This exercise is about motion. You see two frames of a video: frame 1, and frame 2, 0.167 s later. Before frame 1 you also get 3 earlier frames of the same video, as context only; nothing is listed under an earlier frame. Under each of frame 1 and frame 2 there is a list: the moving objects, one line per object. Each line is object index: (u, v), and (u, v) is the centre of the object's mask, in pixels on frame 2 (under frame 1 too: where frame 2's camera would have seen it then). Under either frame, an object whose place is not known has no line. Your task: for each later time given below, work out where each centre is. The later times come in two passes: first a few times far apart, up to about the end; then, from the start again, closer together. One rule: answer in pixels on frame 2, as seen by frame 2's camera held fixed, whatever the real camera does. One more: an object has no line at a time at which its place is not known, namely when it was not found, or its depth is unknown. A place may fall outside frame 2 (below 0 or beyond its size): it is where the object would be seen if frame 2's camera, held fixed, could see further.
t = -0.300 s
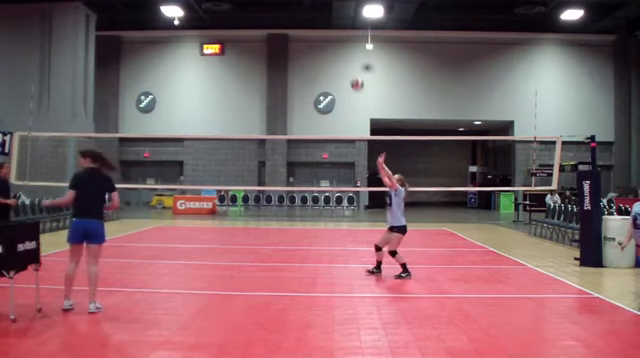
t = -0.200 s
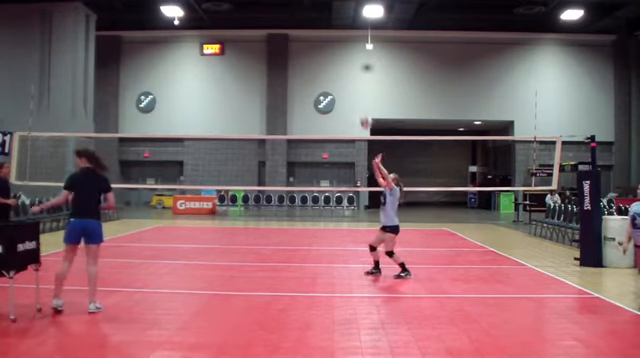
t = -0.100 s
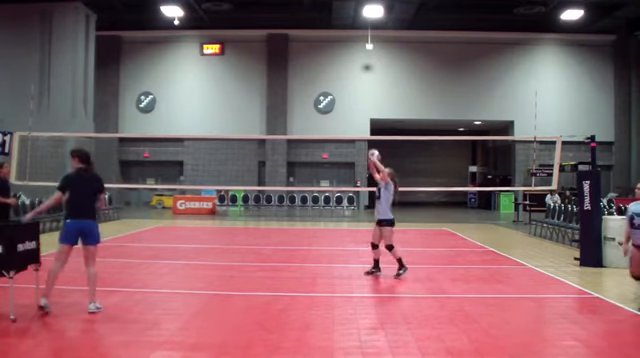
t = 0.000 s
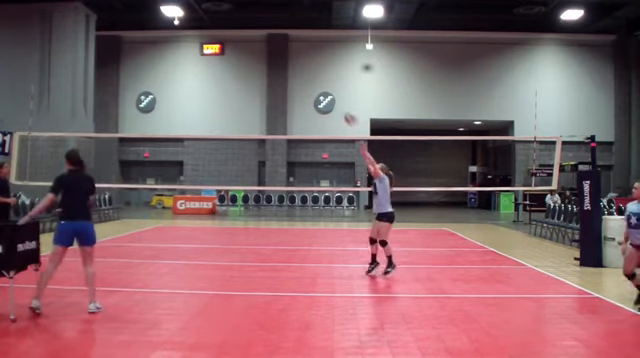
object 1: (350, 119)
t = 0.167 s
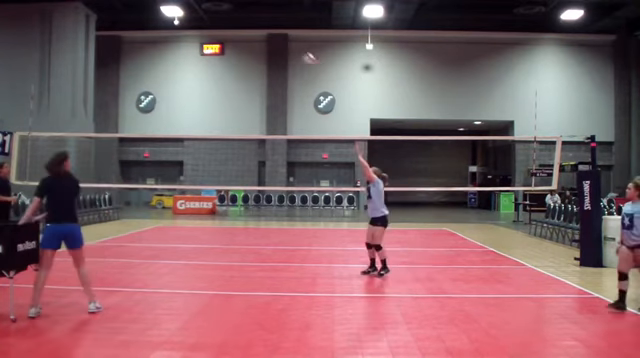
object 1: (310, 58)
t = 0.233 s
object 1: (292, 42)
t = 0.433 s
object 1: (245, 11)
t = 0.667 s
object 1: (191, 5)
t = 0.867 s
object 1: (148, 23)
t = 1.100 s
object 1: (99, 73)
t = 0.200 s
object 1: (299, 50)
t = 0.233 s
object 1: (292, 42)
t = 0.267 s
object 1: (285, 36)
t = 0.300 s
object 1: (276, 30)
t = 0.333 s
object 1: (268, 24)
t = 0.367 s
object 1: (260, 19)
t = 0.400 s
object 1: (252, 15)
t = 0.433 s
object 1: (245, 11)
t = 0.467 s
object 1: (237, 7)
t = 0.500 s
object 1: (229, 6)
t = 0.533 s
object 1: (222, 5)
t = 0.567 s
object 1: (214, 5)
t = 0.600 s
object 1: (207, 5)
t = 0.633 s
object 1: (199, 5)
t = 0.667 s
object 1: (191, 5)
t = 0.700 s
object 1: (186, 4)
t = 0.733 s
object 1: (178, 5)
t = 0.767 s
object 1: (167, 9)
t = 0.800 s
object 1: (160, 15)
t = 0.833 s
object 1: (155, 18)
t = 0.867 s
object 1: (148, 23)
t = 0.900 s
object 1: (141, 27)
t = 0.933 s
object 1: (134, 34)
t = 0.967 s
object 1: (126, 40)
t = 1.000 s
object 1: (119, 48)
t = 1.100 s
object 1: (99, 73)
